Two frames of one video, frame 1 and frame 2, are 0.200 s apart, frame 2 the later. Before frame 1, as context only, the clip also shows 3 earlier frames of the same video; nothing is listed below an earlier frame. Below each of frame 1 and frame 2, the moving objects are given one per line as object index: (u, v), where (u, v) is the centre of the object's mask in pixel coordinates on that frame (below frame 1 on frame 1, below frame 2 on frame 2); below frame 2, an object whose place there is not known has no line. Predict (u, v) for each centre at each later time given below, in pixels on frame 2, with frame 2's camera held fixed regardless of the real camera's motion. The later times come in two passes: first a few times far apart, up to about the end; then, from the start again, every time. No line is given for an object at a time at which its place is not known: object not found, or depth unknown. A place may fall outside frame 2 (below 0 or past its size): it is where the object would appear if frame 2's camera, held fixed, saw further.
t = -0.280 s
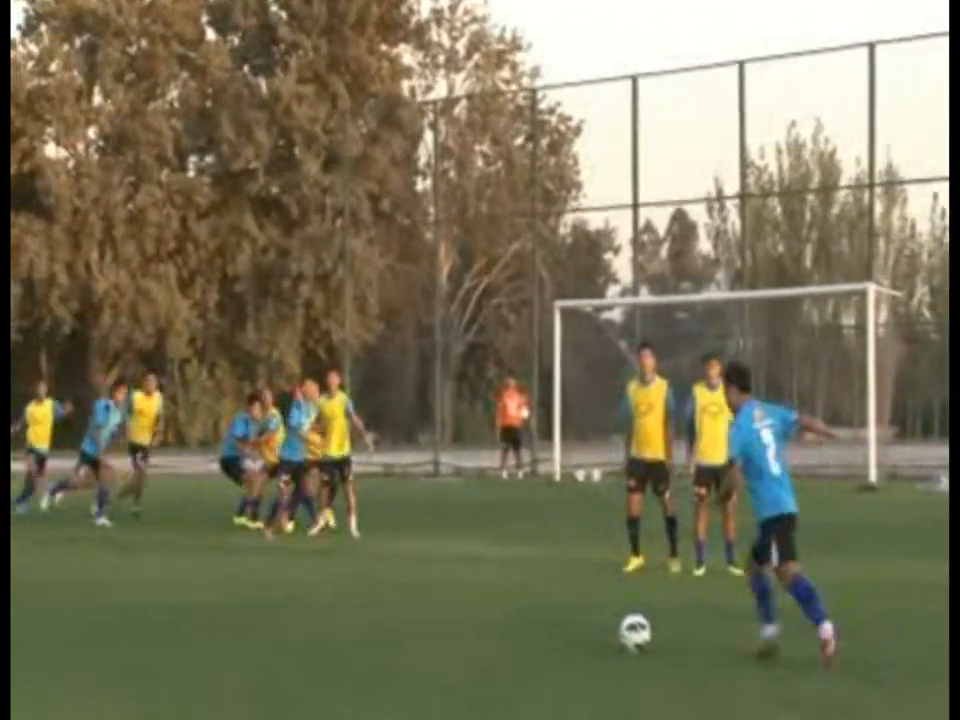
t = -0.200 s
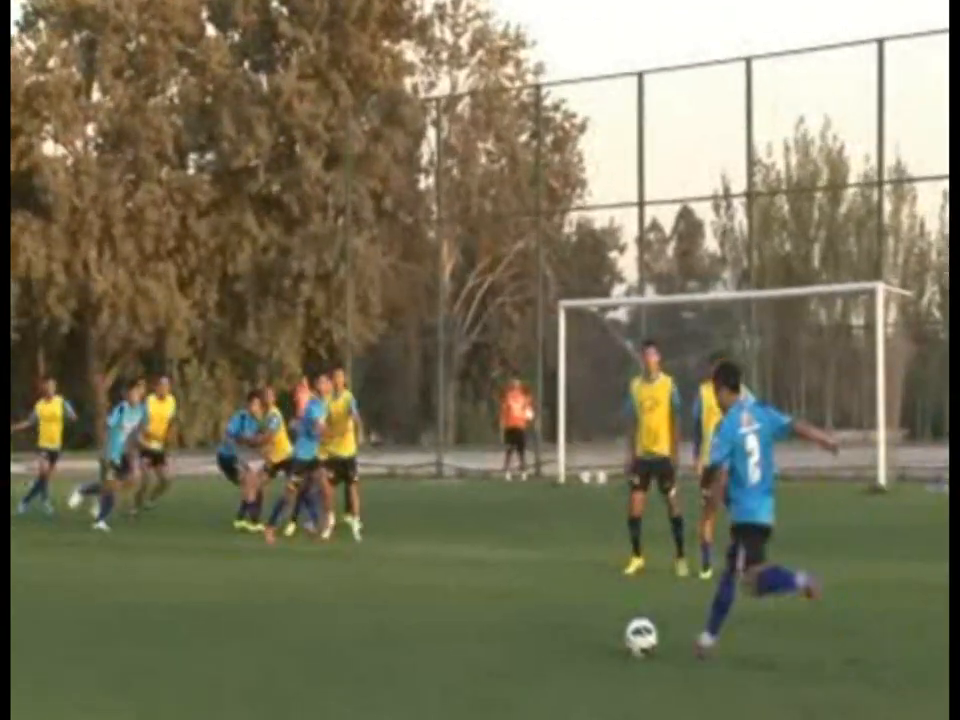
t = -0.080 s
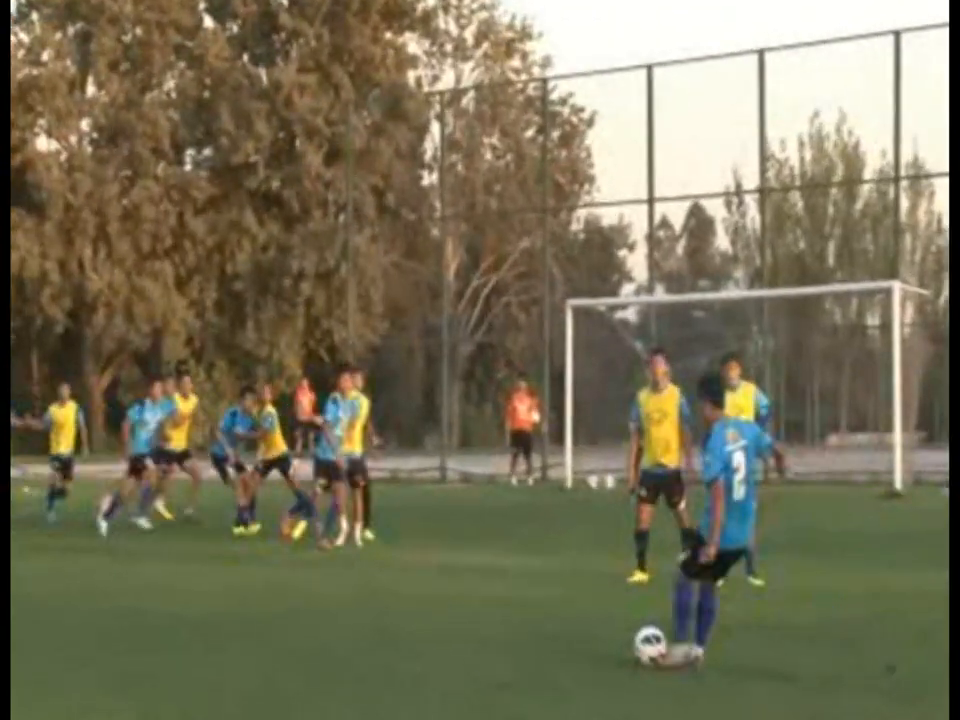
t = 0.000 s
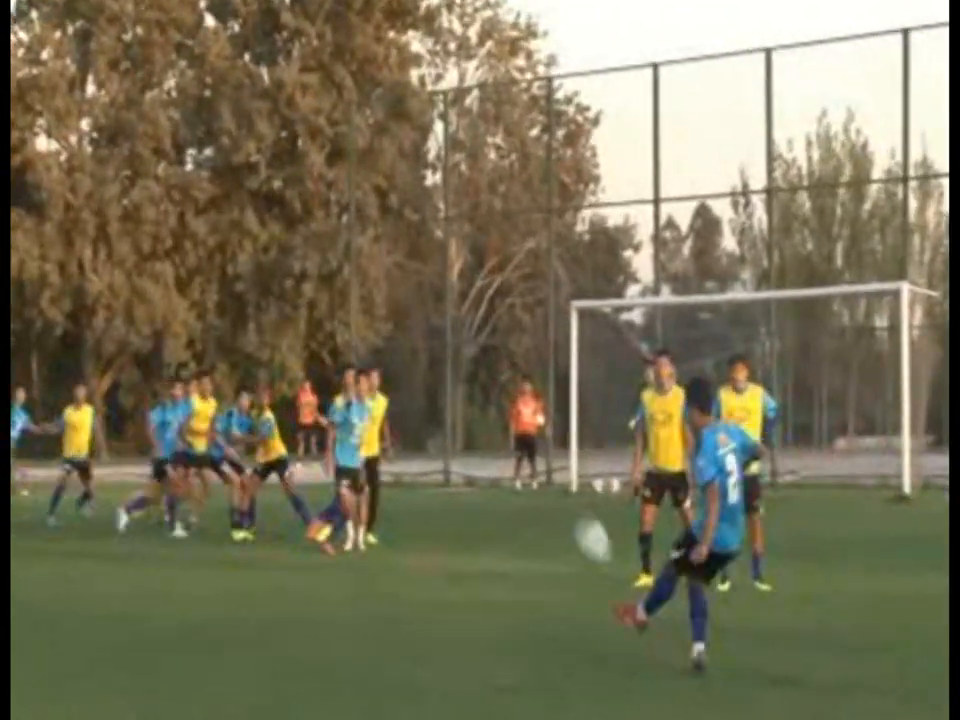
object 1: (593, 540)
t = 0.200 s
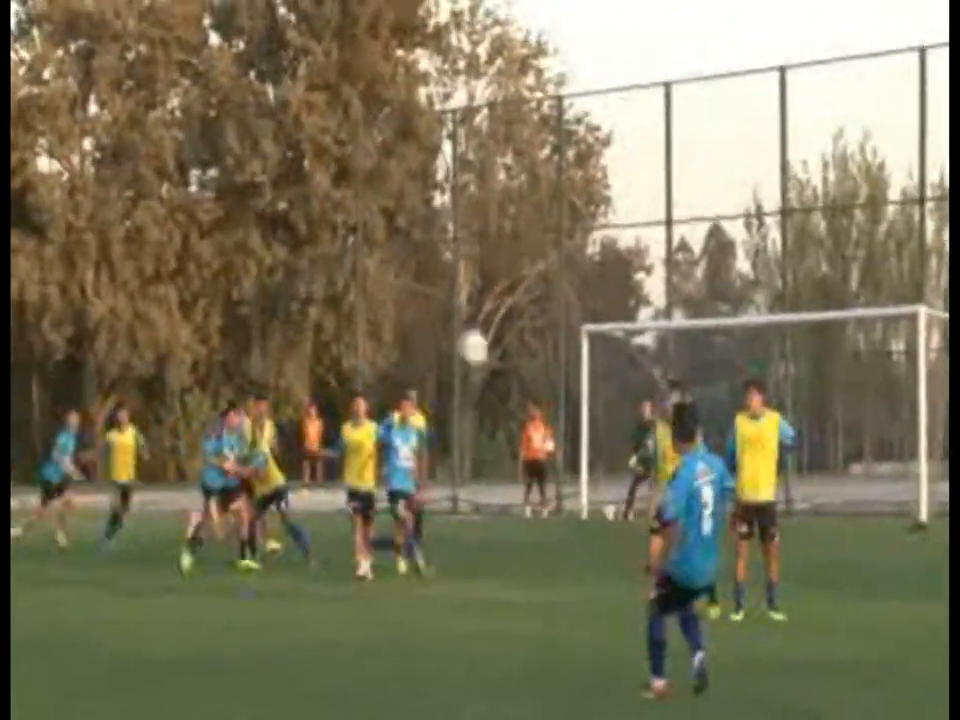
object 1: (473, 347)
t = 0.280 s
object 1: (438, 294)
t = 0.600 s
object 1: (357, 212)
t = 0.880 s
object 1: (341, 250)
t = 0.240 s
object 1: (456, 318)
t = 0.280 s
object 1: (438, 294)
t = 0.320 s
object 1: (425, 272)
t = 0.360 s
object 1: (411, 255)
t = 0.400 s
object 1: (400, 241)
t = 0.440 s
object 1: (389, 230)
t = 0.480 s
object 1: (380, 220)
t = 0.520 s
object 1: (374, 214)
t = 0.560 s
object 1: (366, 209)
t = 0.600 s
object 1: (357, 212)
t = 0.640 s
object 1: (352, 212)
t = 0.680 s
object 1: (350, 214)
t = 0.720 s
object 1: (348, 218)
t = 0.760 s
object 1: (346, 223)
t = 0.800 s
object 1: (344, 231)
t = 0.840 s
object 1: (342, 240)
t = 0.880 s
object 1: (341, 250)
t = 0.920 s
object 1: (339, 261)
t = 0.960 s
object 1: (337, 274)
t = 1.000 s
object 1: (336, 287)
